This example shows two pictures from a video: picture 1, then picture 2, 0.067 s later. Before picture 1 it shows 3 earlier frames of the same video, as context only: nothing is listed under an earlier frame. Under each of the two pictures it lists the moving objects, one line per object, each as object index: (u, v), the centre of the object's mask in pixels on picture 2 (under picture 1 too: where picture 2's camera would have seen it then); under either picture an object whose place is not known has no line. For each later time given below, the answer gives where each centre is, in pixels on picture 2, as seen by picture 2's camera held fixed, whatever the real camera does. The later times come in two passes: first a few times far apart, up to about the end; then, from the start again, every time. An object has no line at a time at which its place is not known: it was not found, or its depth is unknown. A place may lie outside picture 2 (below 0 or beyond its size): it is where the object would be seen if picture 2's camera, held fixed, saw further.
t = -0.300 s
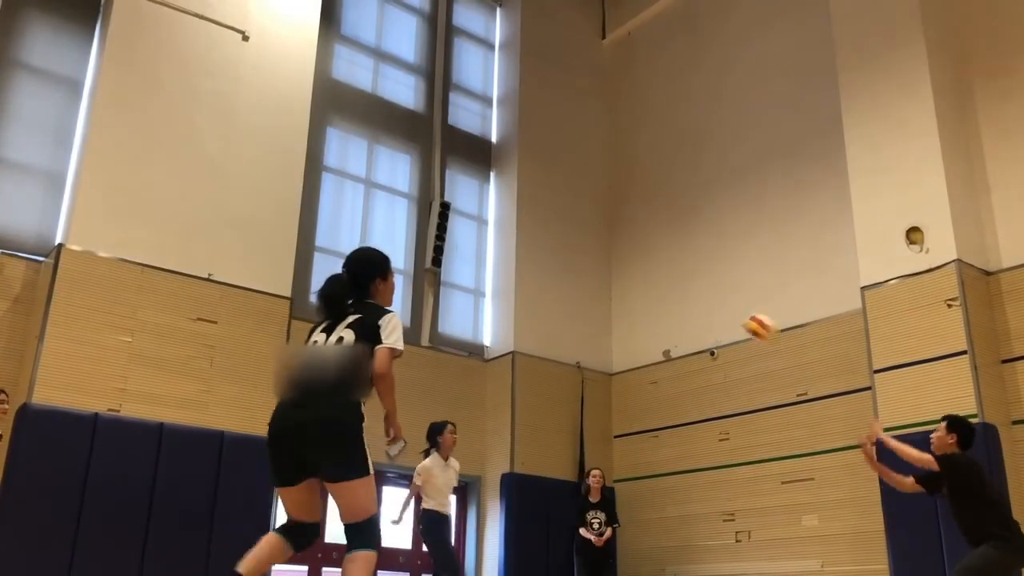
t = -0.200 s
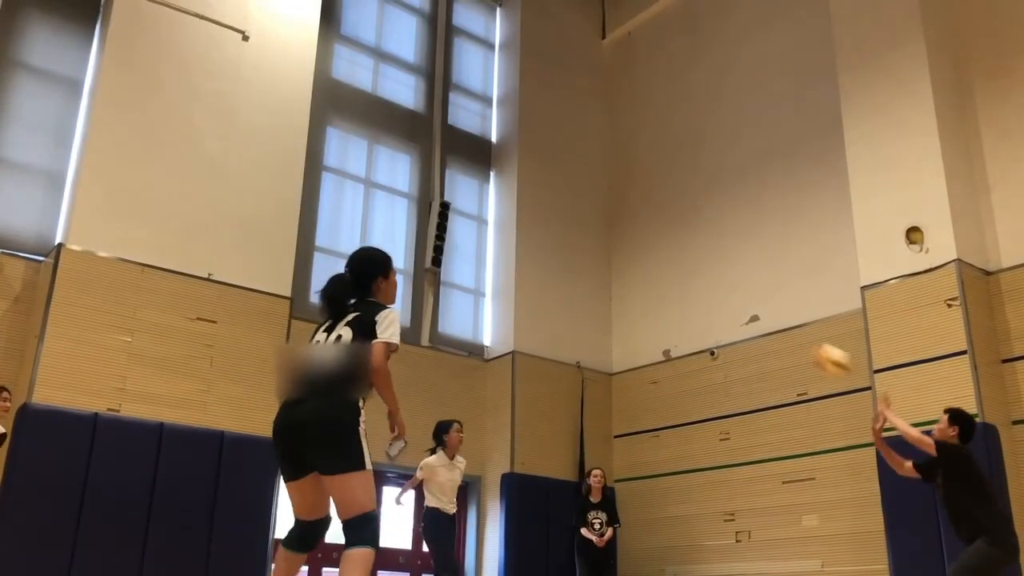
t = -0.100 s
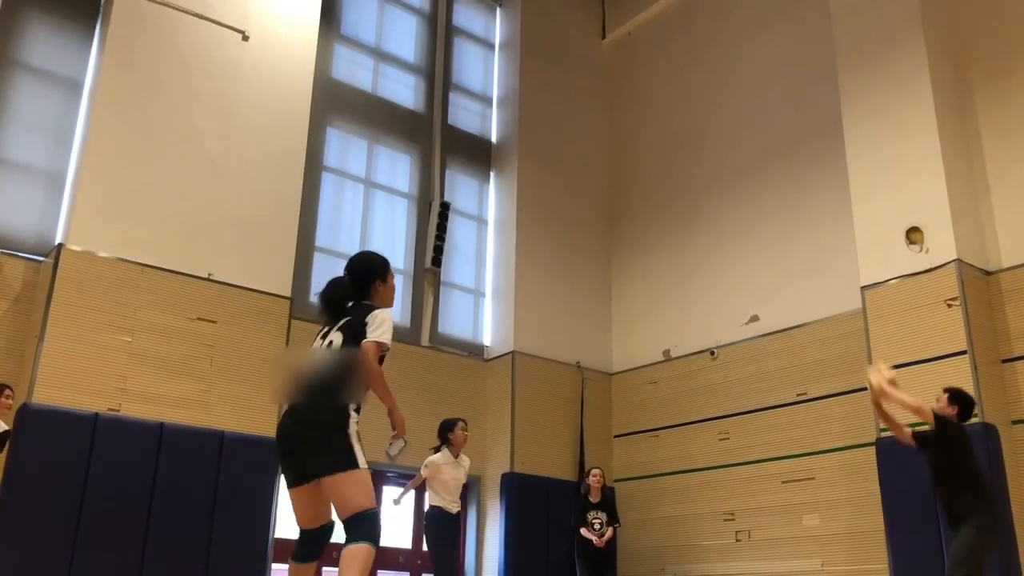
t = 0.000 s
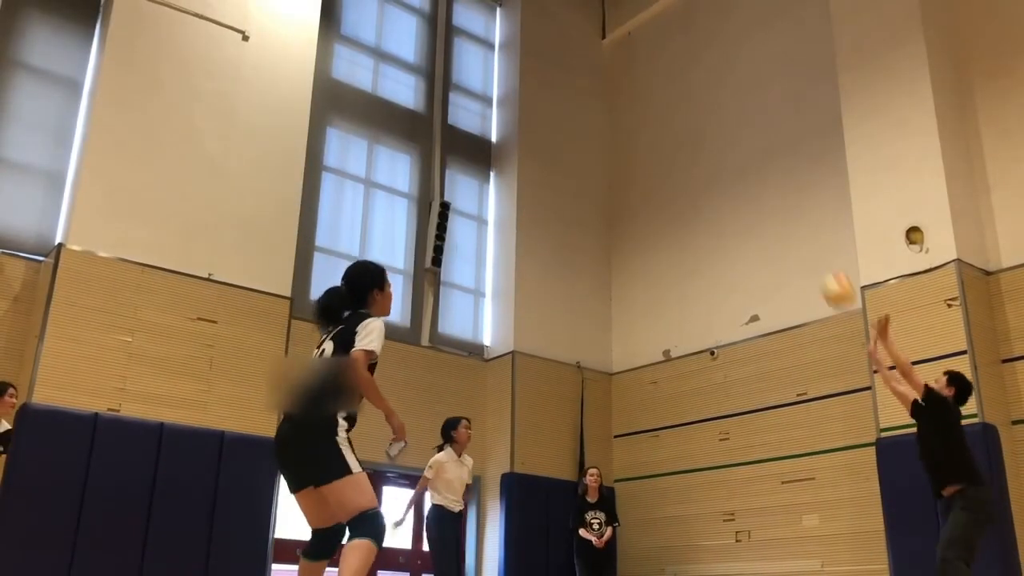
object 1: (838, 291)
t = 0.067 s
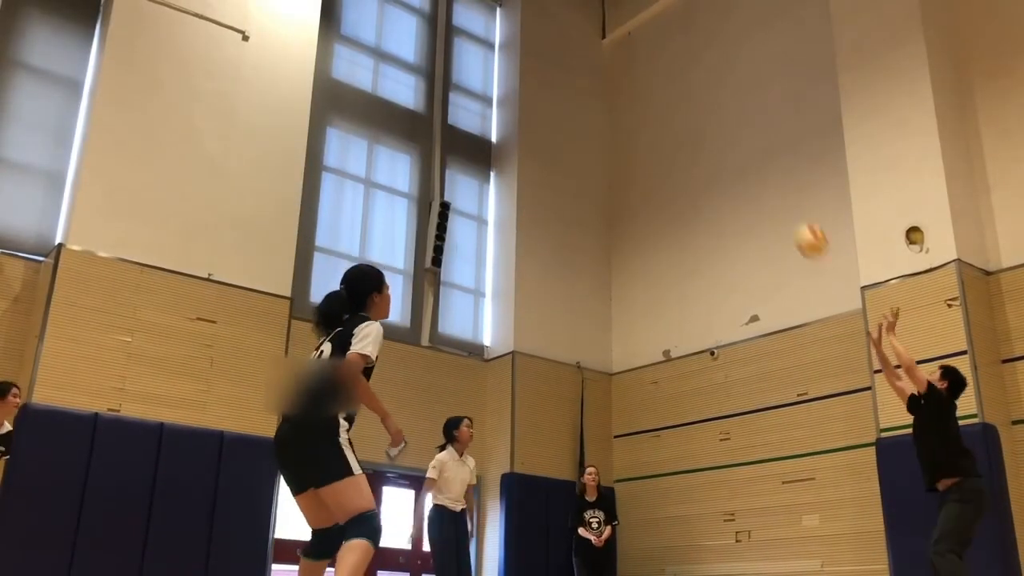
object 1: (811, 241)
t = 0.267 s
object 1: (739, 136)
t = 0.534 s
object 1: (660, 82)
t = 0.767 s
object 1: (599, 100)
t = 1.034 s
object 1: (535, 189)
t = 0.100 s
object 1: (798, 218)
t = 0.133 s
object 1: (785, 198)
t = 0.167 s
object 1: (773, 179)
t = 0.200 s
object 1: (761, 164)
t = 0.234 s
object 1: (750, 149)
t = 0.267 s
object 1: (739, 136)
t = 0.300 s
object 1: (728, 125)
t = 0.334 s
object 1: (718, 115)
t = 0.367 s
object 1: (707, 106)
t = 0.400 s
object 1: (697, 99)
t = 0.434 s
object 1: (688, 93)
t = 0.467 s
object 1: (678, 88)
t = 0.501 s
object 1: (669, 85)
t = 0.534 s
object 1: (660, 82)
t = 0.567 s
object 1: (651, 81)
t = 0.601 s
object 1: (643, 81)
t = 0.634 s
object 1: (634, 83)
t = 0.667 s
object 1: (626, 85)
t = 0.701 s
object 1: (617, 88)
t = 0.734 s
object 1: (608, 93)
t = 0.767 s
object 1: (599, 100)
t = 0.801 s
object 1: (591, 107)
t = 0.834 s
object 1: (583, 114)
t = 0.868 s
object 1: (575, 124)
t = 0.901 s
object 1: (567, 135)
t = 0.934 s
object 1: (559, 147)
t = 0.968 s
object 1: (550, 160)
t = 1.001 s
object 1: (542, 175)
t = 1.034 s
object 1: (535, 189)
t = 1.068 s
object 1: (527, 204)
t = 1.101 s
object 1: (518, 224)
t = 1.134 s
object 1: (510, 245)
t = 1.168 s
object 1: (502, 266)
